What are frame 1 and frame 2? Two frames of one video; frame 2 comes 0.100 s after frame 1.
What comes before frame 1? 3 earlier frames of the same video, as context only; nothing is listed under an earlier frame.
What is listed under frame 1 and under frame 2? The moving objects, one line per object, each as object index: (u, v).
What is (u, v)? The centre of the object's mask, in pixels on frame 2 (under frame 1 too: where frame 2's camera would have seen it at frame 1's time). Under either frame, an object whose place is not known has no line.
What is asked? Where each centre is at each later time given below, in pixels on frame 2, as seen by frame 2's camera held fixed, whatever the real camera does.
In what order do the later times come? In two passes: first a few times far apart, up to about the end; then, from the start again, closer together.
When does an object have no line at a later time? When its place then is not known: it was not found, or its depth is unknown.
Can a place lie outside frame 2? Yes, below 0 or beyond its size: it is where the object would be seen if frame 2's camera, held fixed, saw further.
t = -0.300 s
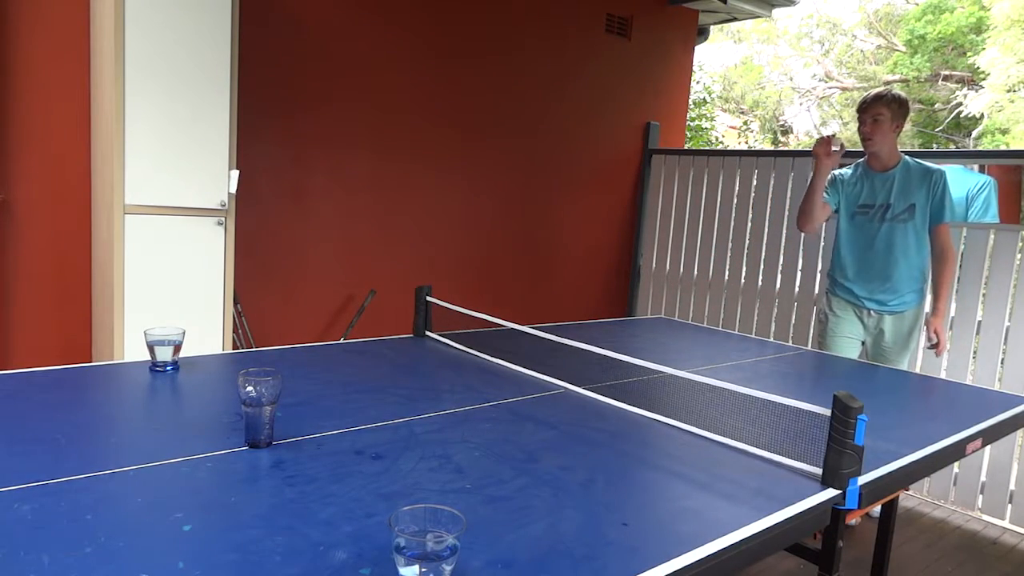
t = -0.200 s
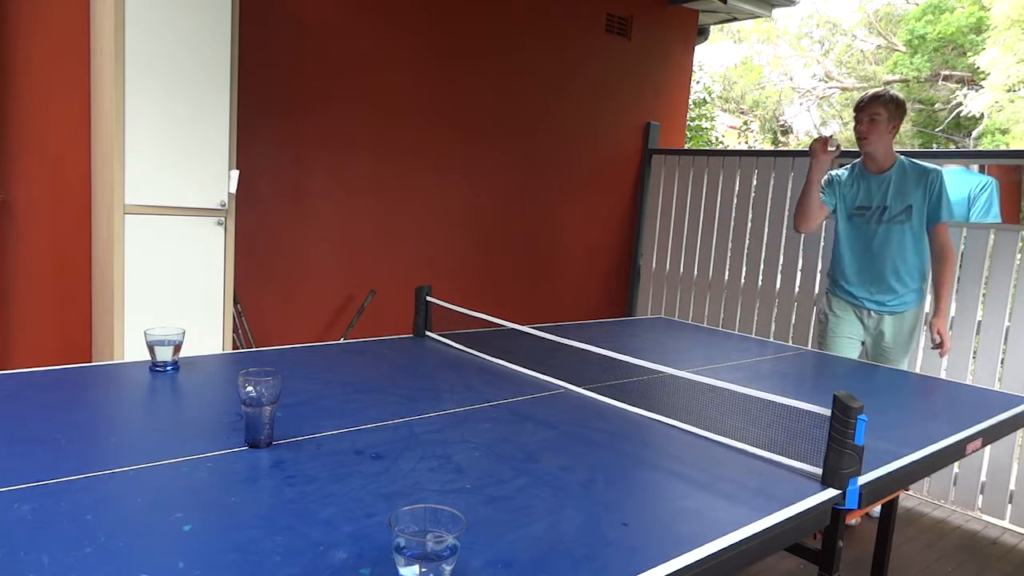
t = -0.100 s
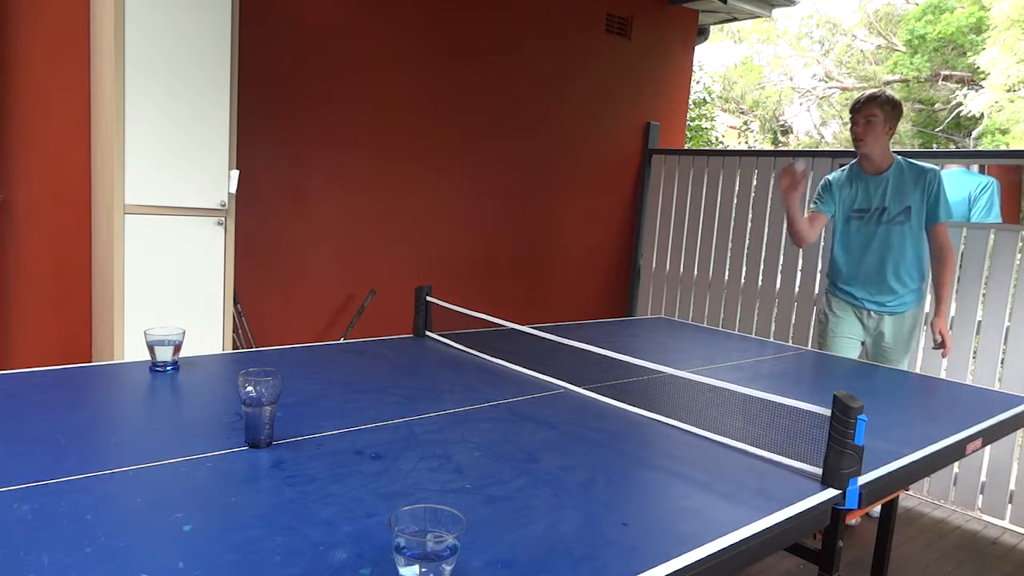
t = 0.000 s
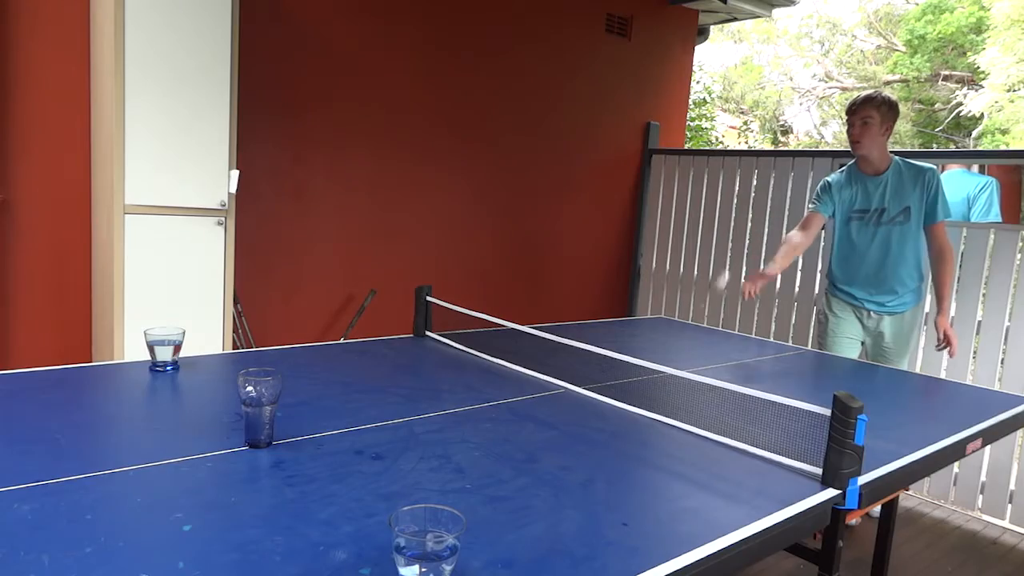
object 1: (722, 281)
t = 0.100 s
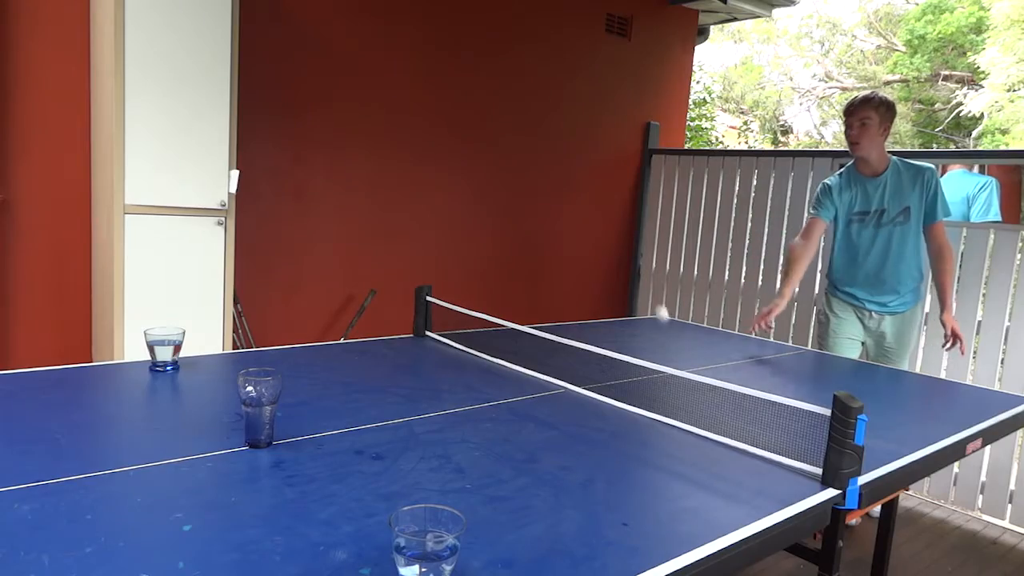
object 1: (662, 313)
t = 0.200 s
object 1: (623, 221)
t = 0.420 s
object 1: (507, 117)
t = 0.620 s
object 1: (362, 203)
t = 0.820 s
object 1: (265, 401)
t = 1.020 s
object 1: (258, 395)
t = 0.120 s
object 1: (655, 293)
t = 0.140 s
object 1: (647, 273)
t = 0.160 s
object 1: (640, 255)
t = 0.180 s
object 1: (631, 237)
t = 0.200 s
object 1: (623, 221)
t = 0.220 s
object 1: (615, 204)
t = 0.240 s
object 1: (605, 190)
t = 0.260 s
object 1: (596, 176)
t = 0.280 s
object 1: (586, 164)
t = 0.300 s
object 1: (576, 153)
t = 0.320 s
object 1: (565, 143)
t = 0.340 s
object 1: (554, 135)
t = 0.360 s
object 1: (543, 128)
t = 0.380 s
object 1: (531, 123)
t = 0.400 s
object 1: (519, 119)
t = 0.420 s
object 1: (507, 117)
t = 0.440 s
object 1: (494, 116)
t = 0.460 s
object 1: (480, 118)
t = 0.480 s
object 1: (467, 121)
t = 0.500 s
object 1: (453, 126)
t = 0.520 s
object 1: (439, 133)
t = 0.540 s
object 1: (424, 142)
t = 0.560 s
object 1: (409, 154)
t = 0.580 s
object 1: (394, 168)
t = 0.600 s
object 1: (378, 184)
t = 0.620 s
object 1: (362, 203)
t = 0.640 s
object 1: (346, 224)
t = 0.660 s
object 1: (329, 247)
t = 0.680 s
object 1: (313, 273)
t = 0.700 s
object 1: (296, 301)
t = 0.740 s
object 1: (262, 364)
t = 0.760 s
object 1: (253, 388)
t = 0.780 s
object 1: (262, 398)
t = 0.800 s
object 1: (264, 400)
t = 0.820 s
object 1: (265, 401)
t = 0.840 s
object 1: (265, 401)
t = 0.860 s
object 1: (265, 400)
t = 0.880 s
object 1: (264, 396)
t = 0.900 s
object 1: (264, 394)
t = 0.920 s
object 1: (264, 392)
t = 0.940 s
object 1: (262, 391)
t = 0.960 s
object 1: (260, 393)
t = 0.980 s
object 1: (259, 394)
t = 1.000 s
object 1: (258, 395)
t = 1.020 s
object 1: (258, 395)
